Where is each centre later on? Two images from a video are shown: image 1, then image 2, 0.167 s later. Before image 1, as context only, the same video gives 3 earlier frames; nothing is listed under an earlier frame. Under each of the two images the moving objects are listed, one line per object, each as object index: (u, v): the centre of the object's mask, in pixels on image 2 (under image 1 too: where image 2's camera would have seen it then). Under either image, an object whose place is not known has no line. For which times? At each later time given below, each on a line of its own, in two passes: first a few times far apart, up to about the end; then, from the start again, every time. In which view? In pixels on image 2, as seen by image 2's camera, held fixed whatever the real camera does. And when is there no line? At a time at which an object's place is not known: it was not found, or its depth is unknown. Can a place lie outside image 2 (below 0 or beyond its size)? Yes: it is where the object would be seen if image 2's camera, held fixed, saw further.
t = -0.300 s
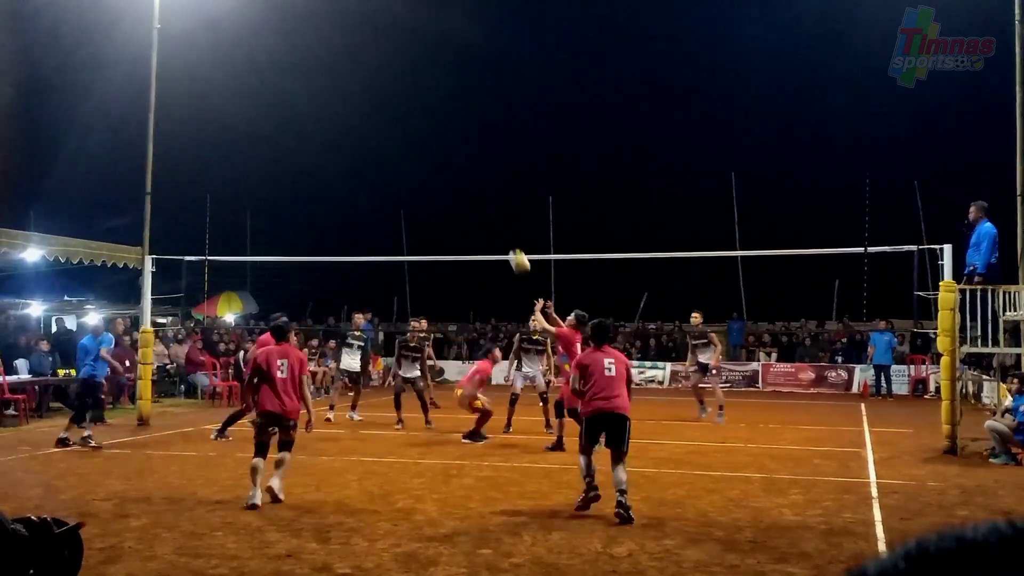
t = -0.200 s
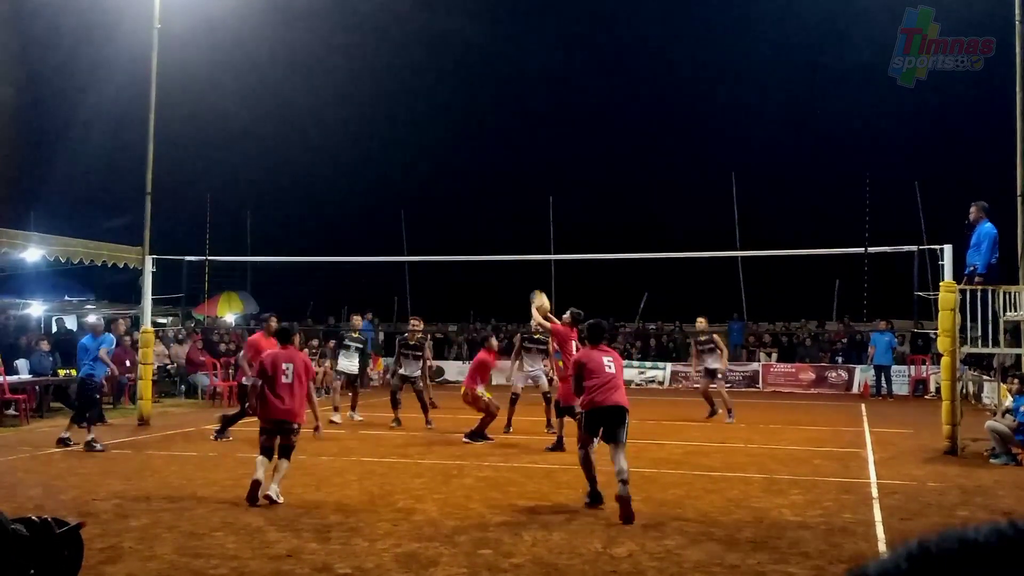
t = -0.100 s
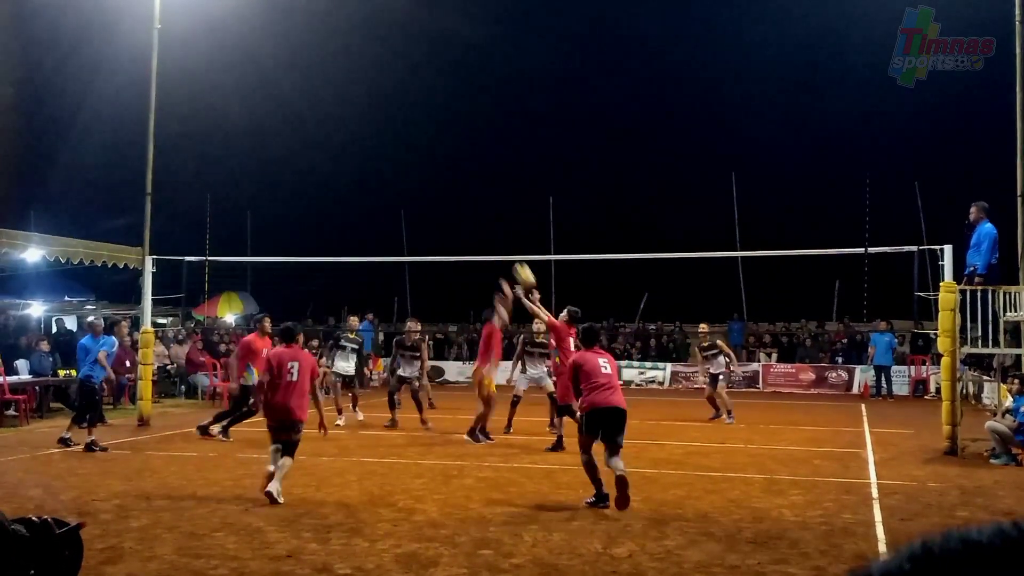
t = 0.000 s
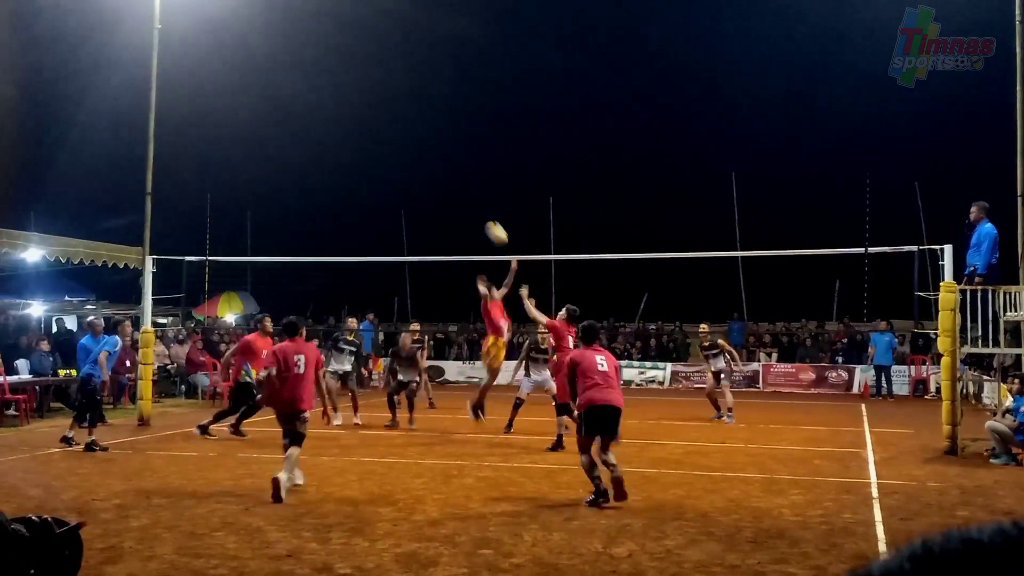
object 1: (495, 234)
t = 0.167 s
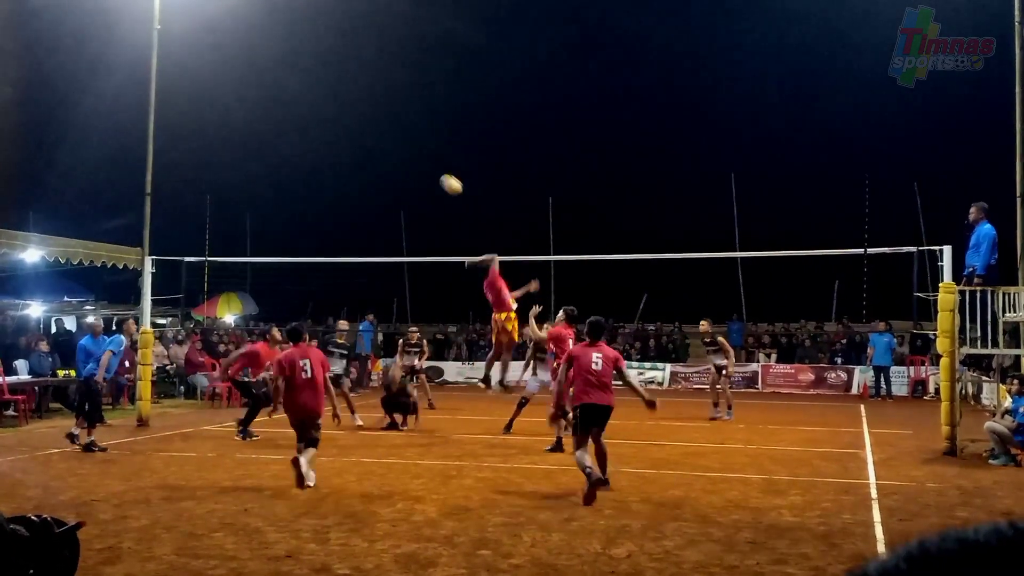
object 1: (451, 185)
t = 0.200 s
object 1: (442, 178)
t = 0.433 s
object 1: (383, 155)
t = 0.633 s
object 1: (336, 170)
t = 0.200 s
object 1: (442, 178)
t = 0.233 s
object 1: (433, 172)
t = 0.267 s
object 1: (425, 167)
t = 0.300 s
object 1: (416, 163)
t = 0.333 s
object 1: (408, 160)
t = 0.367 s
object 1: (400, 157)
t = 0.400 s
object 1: (392, 156)
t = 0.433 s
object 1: (383, 155)
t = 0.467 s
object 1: (375, 156)
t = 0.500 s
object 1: (367, 157)
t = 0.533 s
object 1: (360, 159)
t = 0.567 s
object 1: (352, 162)
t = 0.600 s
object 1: (344, 165)
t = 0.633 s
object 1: (336, 170)
